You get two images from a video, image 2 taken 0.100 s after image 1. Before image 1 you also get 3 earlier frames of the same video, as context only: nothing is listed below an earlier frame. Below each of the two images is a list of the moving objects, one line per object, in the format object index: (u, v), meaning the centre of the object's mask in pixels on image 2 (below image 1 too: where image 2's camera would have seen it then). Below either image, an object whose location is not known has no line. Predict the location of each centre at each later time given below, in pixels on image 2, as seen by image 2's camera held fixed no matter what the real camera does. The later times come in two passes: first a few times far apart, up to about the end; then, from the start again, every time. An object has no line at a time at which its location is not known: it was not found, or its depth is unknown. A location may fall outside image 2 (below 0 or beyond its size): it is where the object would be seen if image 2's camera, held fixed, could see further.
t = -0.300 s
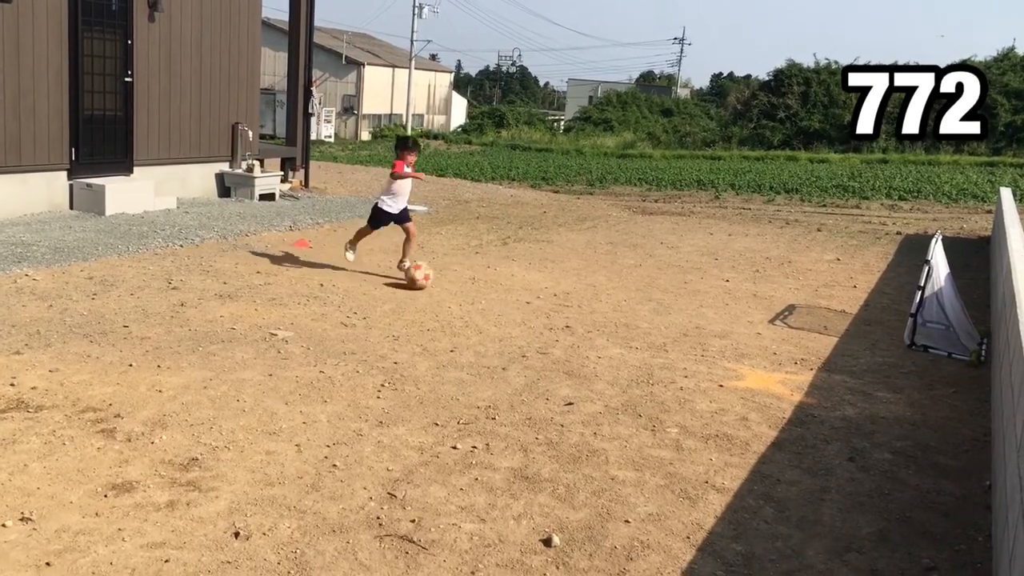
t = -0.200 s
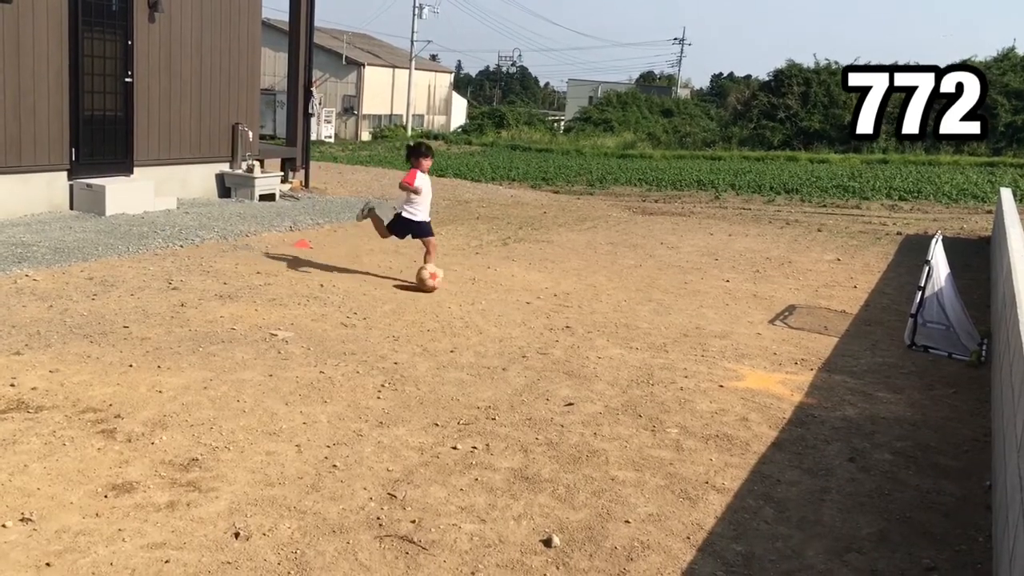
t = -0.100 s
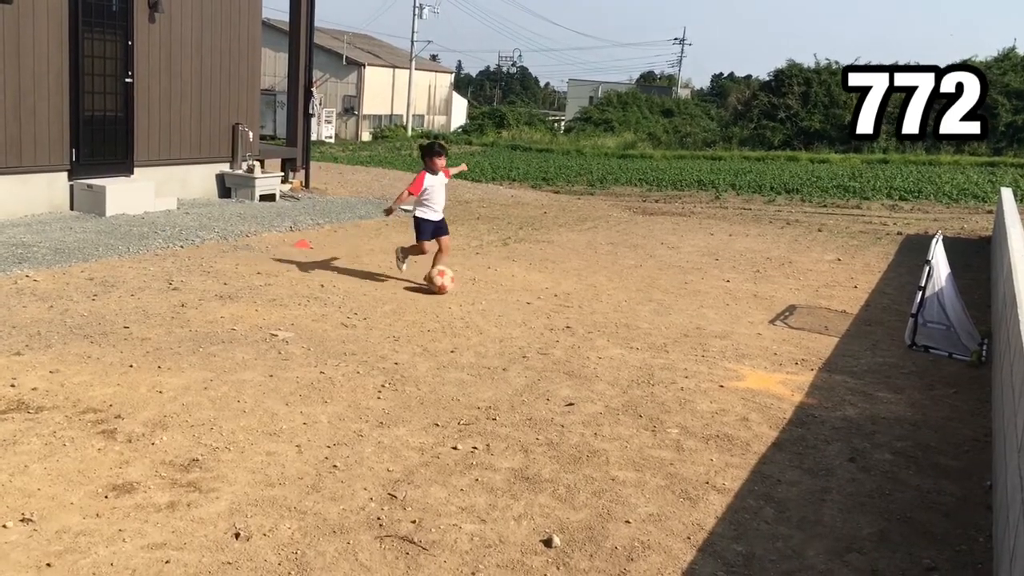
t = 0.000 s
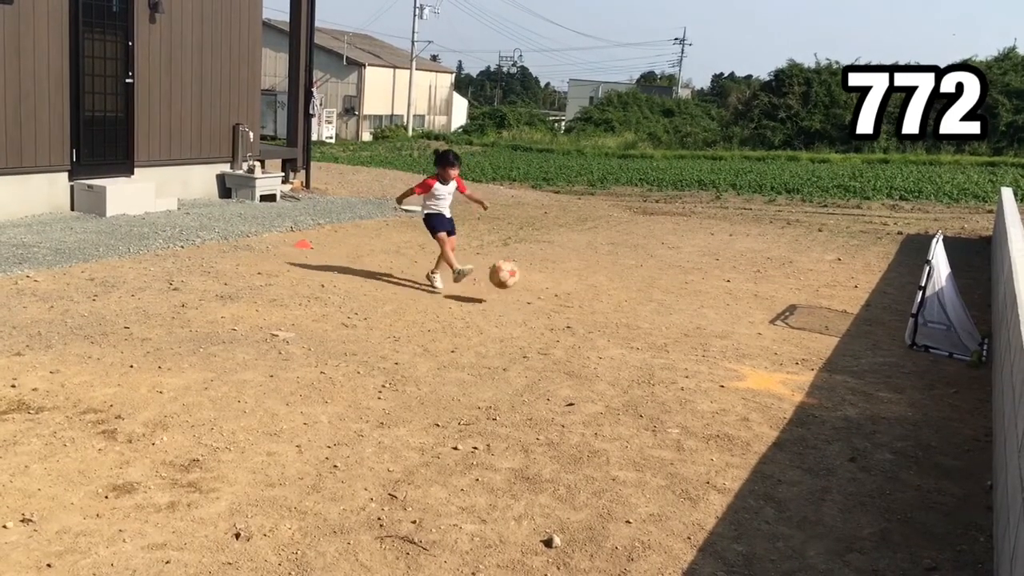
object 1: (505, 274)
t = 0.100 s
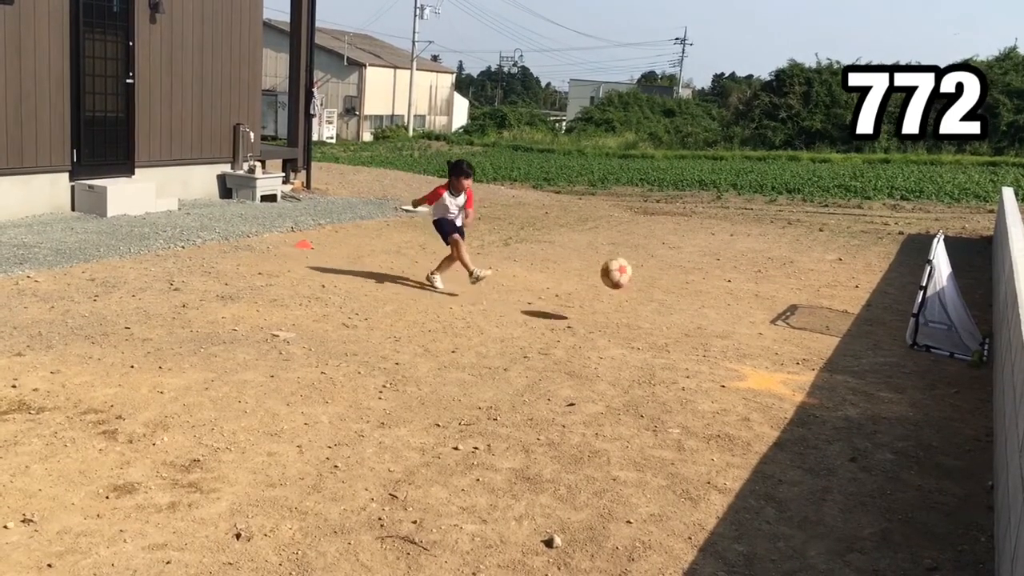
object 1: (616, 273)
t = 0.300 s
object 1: (888, 314)
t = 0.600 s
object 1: (751, 316)
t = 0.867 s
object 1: (559, 297)
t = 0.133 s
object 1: (657, 275)
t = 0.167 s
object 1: (699, 279)
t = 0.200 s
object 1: (743, 285)
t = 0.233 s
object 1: (789, 292)
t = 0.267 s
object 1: (837, 303)
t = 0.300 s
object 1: (888, 314)
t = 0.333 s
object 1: (940, 328)
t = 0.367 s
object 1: (986, 345)
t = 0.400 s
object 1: (939, 352)
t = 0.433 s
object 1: (894, 362)
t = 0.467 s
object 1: (851, 373)
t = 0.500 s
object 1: (827, 357)
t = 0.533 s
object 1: (802, 341)
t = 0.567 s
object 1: (776, 327)
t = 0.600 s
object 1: (751, 316)
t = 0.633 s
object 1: (728, 306)
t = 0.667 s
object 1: (703, 299)
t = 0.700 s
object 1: (678, 293)
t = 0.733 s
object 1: (654, 290)
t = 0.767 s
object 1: (630, 289)
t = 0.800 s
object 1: (607, 290)
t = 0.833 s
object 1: (583, 292)
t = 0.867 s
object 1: (559, 297)
